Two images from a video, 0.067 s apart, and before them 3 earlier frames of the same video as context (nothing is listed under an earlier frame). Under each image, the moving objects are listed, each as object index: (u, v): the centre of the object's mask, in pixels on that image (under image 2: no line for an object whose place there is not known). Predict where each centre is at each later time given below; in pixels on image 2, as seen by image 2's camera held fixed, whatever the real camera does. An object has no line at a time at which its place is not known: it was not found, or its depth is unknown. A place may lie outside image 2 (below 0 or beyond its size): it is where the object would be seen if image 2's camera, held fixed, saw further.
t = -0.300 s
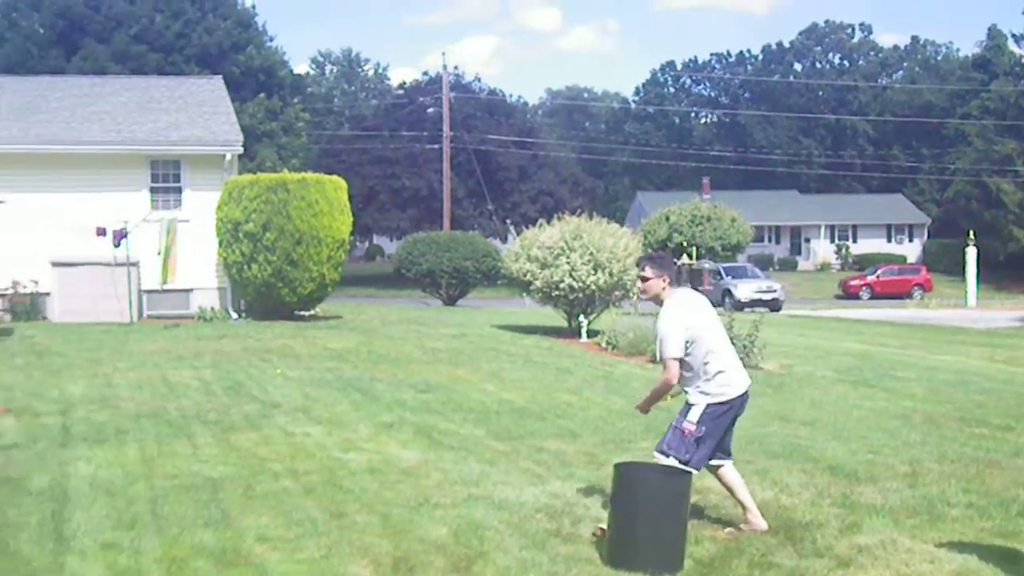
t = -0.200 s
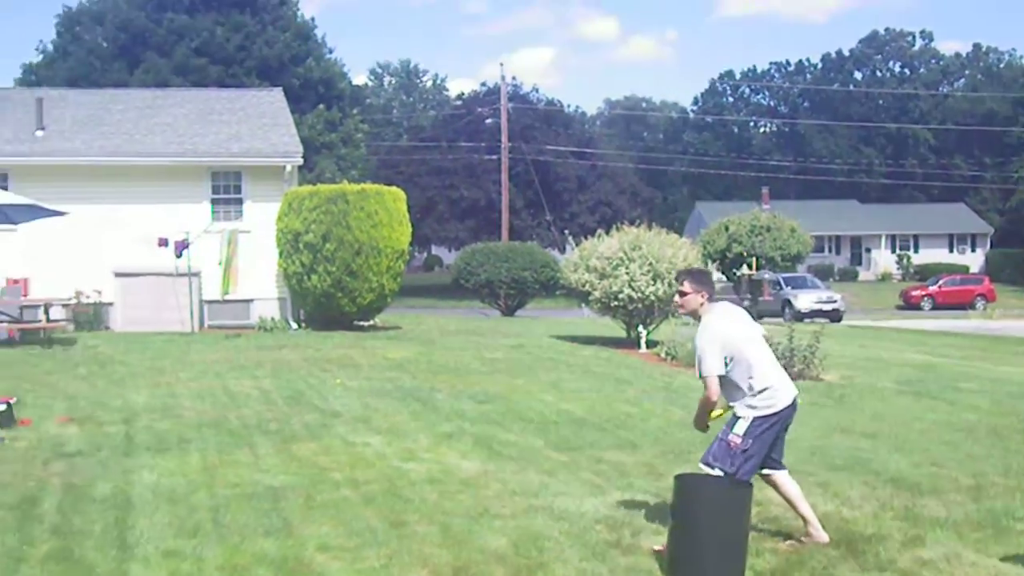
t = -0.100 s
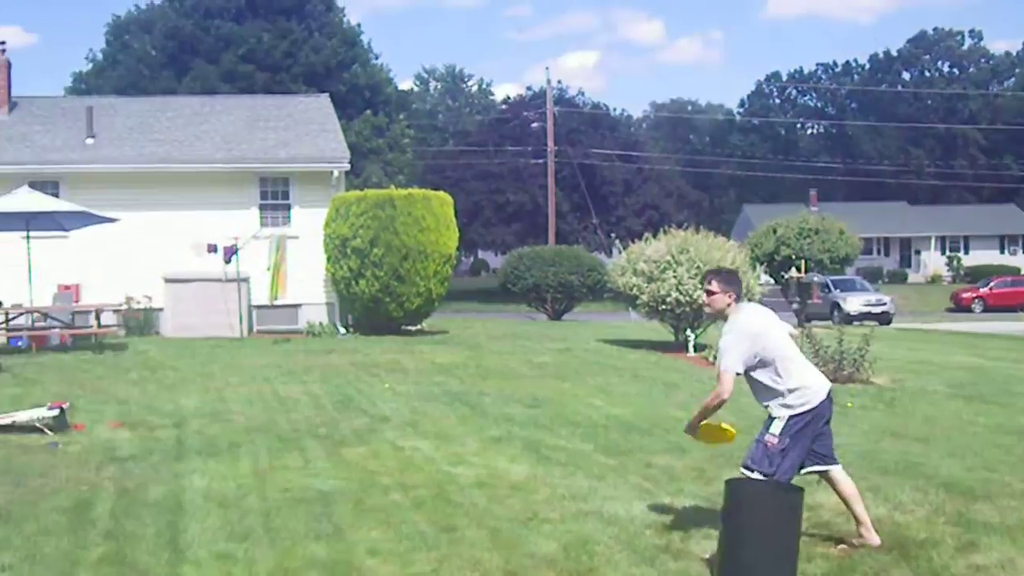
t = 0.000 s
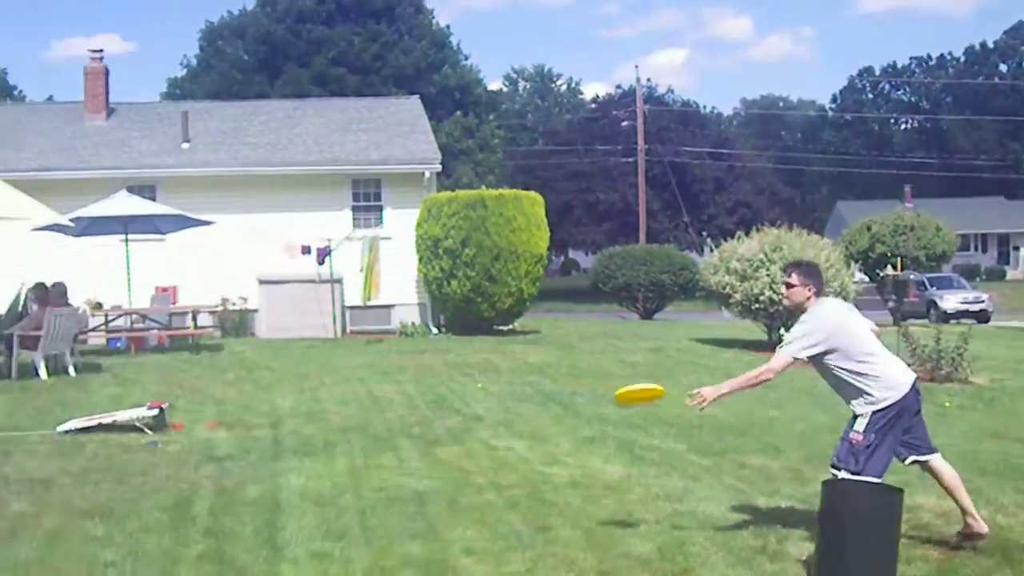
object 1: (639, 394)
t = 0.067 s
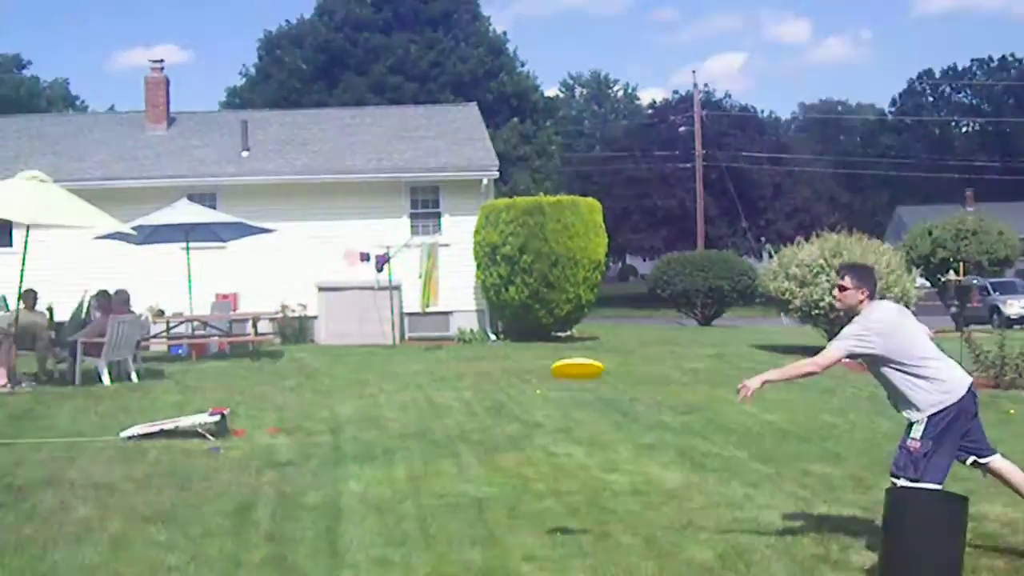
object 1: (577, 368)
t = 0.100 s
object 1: (514, 356)
